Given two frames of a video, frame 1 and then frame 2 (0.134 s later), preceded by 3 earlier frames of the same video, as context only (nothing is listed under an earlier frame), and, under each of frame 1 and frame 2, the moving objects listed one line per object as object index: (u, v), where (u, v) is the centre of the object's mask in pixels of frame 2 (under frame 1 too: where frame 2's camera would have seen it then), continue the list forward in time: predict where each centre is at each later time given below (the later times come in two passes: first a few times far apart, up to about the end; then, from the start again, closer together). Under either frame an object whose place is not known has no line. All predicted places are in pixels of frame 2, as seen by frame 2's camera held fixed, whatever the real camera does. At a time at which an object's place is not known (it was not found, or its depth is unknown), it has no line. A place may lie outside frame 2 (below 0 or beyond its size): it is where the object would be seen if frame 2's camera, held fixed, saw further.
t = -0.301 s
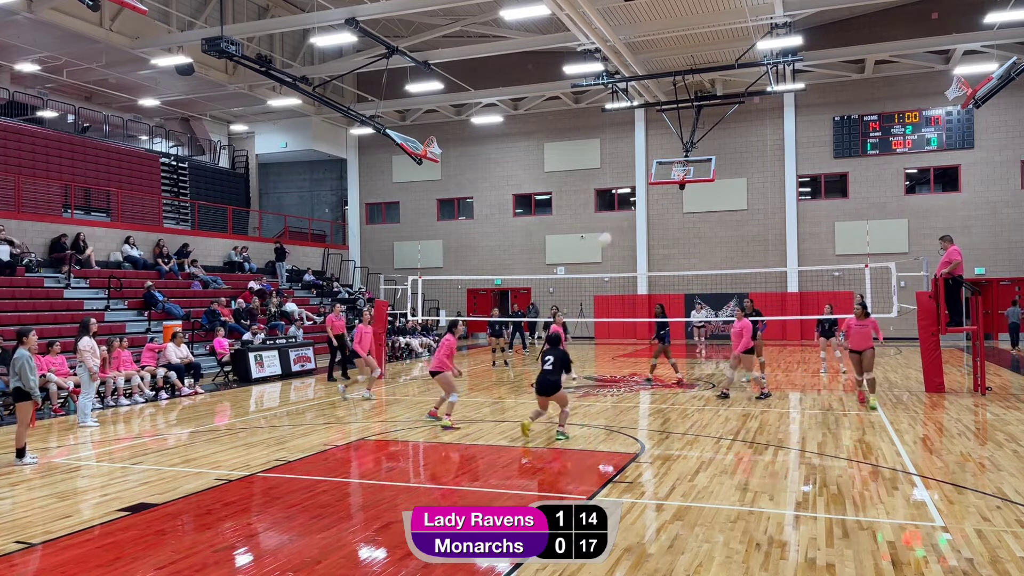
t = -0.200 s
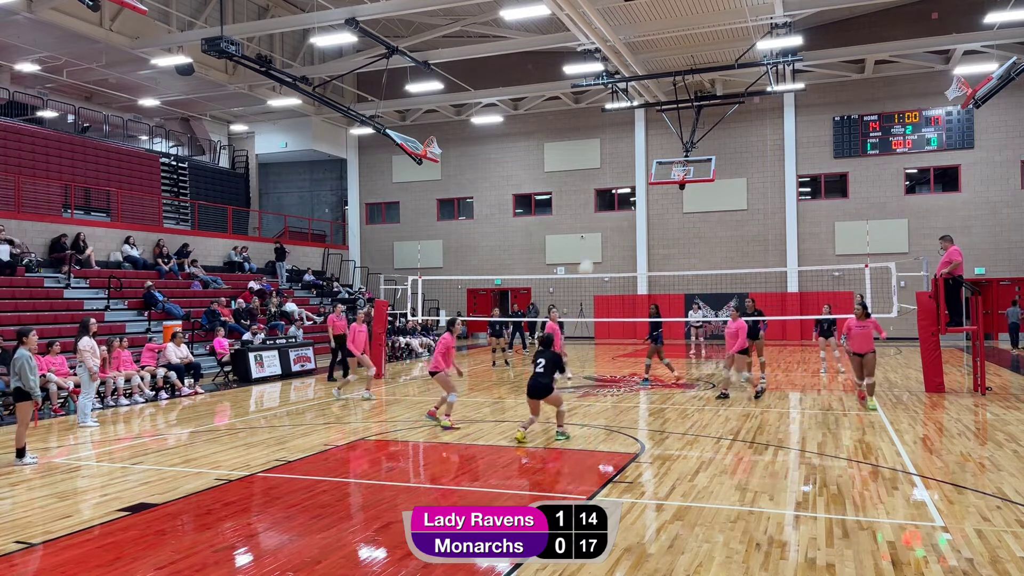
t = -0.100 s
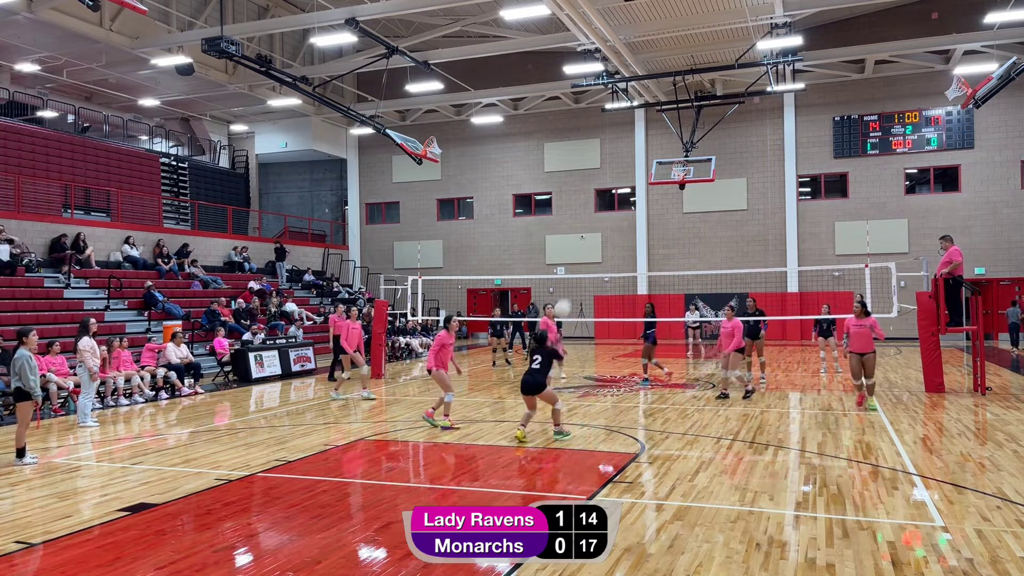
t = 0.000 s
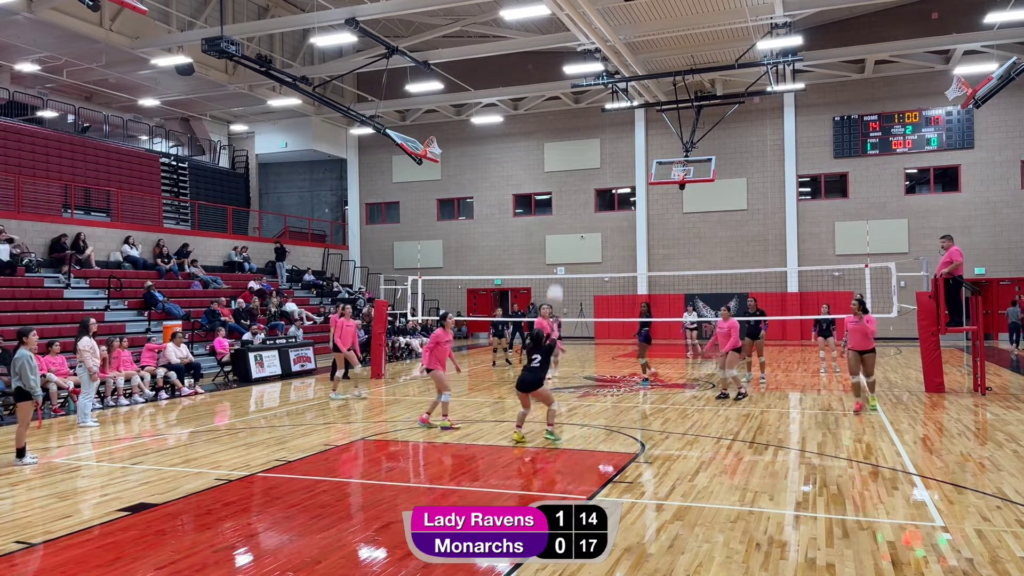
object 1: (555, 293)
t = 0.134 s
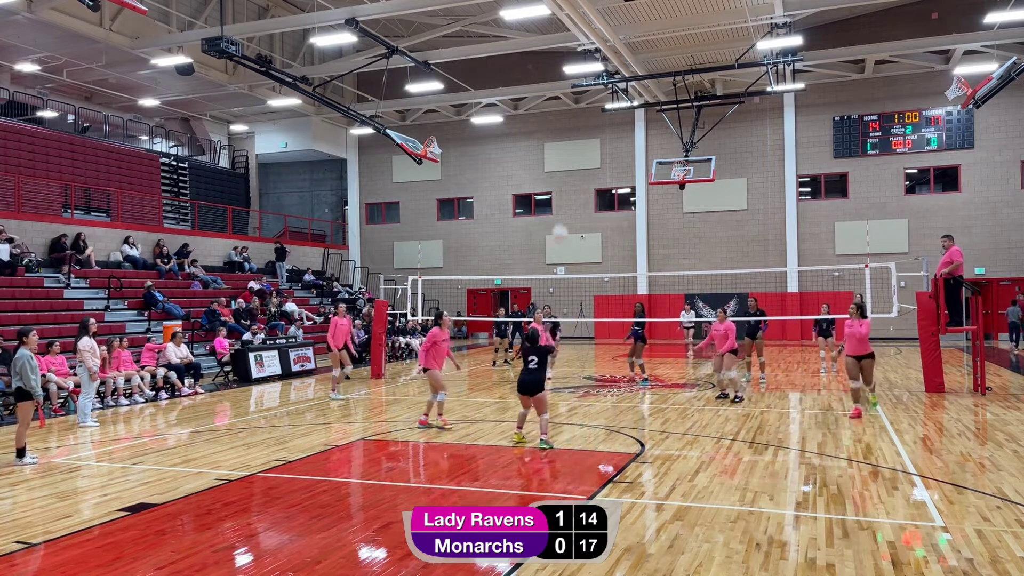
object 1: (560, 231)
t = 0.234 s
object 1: (564, 196)
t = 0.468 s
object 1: (573, 142)
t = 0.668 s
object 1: (582, 129)
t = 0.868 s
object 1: (591, 144)
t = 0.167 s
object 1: (561, 220)
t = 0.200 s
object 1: (562, 207)
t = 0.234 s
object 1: (564, 196)
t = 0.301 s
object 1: (566, 178)
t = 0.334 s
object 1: (567, 169)
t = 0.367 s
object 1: (569, 161)
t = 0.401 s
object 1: (571, 153)
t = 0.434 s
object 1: (572, 146)
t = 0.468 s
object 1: (573, 142)
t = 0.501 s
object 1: (574, 138)
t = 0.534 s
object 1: (576, 134)
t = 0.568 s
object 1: (577, 133)
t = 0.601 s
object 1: (579, 131)
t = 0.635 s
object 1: (580, 130)
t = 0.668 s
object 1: (582, 129)
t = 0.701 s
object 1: (583, 130)
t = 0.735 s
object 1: (584, 131)
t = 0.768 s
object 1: (586, 133)
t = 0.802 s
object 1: (588, 136)
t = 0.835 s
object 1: (589, 139)
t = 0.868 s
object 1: (591, 144)
